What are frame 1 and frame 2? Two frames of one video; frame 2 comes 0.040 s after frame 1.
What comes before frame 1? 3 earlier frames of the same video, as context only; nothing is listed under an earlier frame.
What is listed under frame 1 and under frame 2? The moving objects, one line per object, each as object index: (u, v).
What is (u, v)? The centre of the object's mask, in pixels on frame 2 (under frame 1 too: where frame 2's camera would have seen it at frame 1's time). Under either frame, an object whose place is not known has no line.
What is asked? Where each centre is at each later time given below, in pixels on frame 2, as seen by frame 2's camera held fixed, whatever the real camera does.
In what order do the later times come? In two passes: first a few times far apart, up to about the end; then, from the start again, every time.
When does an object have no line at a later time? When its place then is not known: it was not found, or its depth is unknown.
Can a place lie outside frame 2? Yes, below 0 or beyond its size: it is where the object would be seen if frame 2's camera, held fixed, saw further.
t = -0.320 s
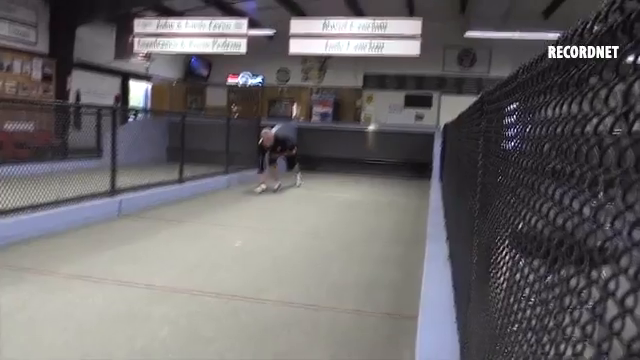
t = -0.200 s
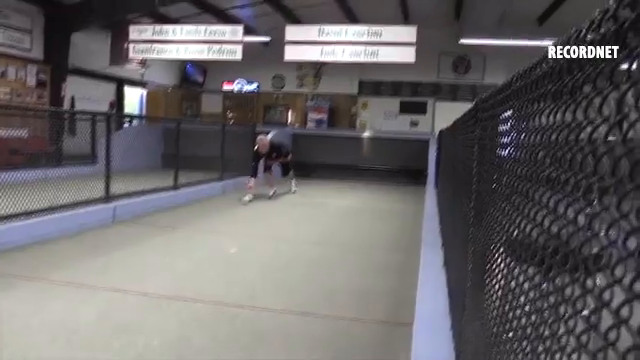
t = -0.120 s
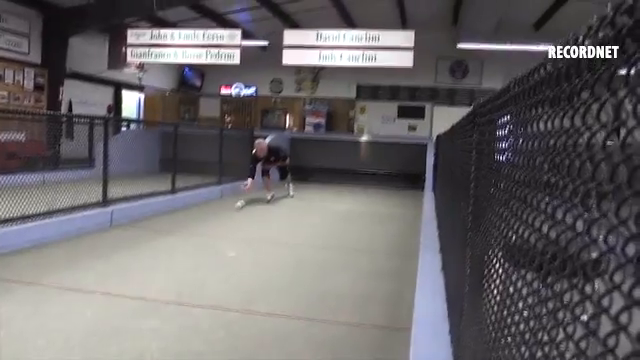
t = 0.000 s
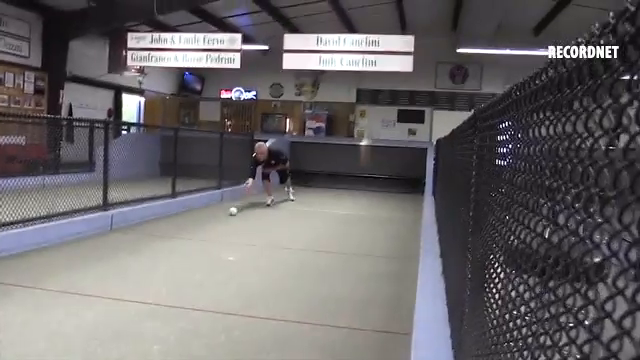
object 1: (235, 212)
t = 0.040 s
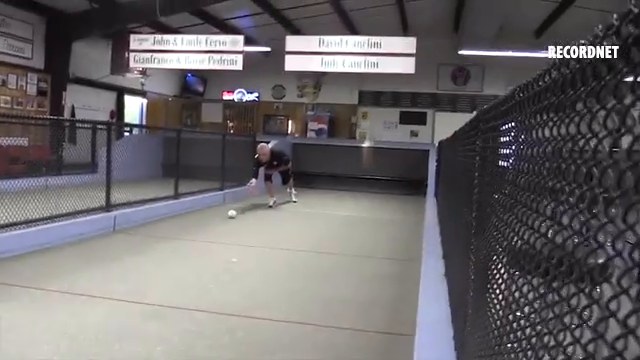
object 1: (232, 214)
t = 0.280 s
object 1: (217, 218)
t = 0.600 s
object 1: (197, 226)
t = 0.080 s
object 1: (230, 214)
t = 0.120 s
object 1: (227, 215)
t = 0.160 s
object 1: (225, 216)
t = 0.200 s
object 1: (222, 217)
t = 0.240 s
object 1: (220, 217)
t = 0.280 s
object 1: (217, 218)
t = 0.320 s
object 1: (215, 219)
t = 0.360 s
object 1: (211, 220)
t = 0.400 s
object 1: (209, 221)
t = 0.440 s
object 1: (206, 223)
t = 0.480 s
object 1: (208, 222)
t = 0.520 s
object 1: (206, 222)
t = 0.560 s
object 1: (198, 225)
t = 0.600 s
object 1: (197, 226)
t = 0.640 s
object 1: (191, 228)
